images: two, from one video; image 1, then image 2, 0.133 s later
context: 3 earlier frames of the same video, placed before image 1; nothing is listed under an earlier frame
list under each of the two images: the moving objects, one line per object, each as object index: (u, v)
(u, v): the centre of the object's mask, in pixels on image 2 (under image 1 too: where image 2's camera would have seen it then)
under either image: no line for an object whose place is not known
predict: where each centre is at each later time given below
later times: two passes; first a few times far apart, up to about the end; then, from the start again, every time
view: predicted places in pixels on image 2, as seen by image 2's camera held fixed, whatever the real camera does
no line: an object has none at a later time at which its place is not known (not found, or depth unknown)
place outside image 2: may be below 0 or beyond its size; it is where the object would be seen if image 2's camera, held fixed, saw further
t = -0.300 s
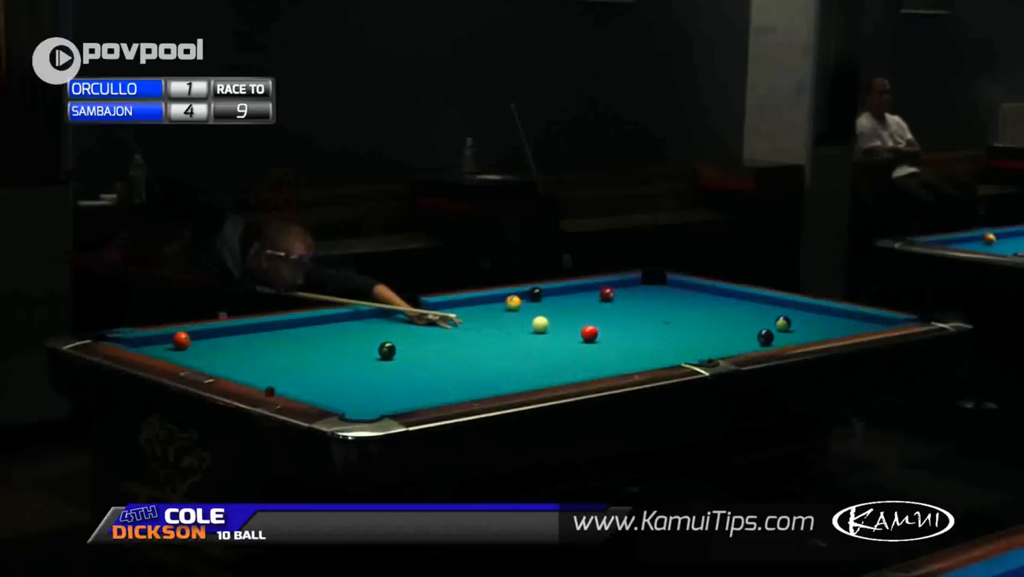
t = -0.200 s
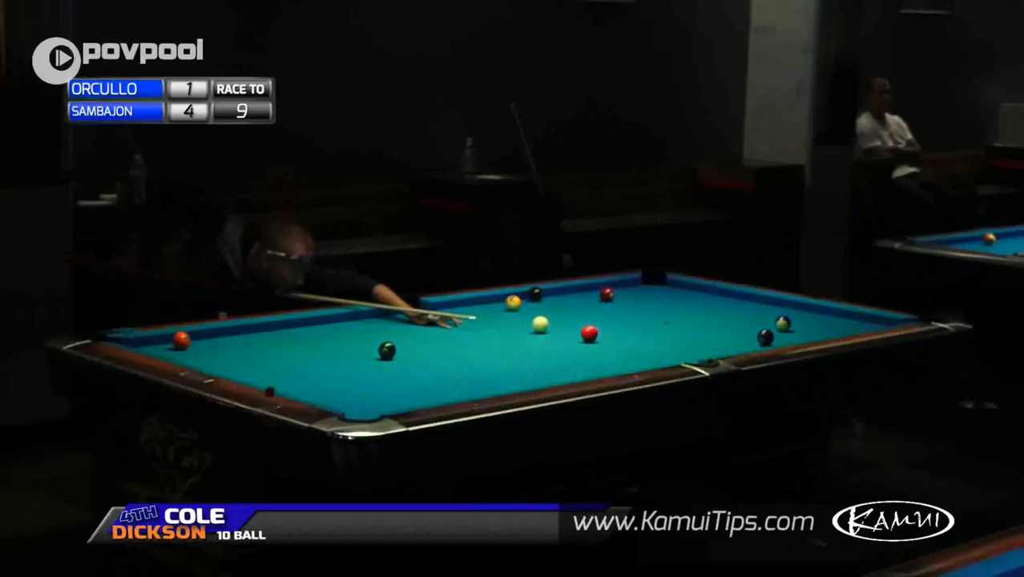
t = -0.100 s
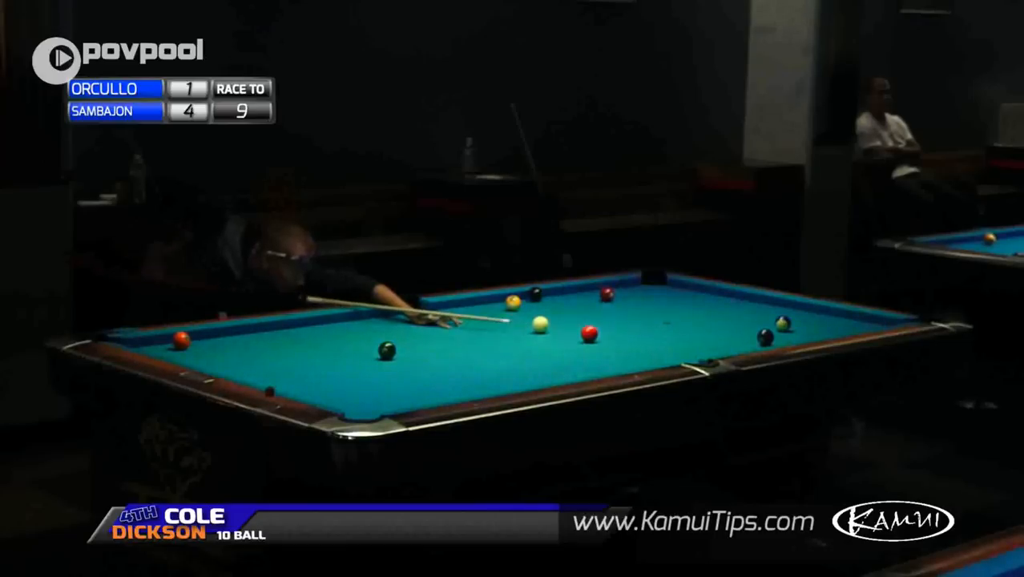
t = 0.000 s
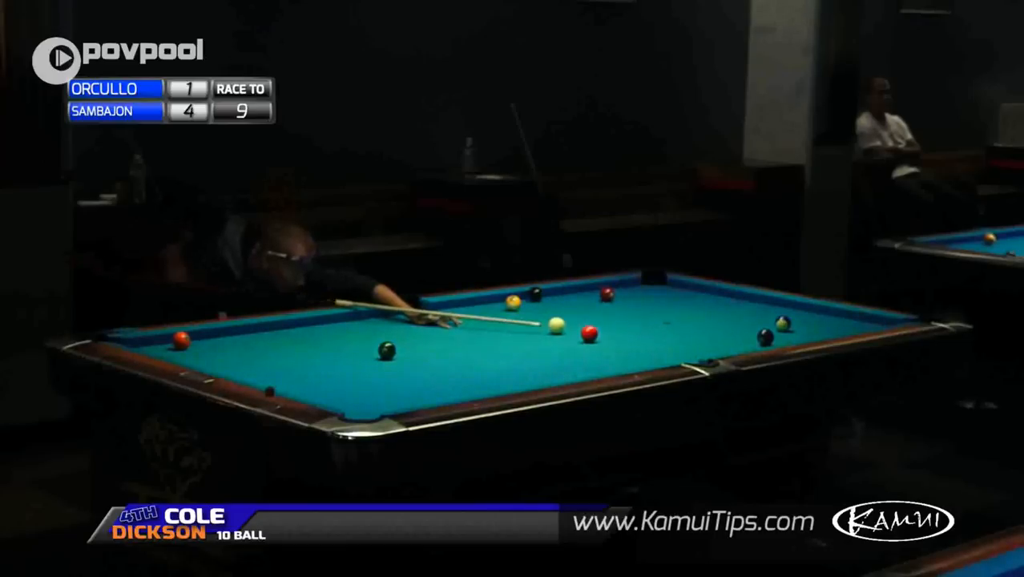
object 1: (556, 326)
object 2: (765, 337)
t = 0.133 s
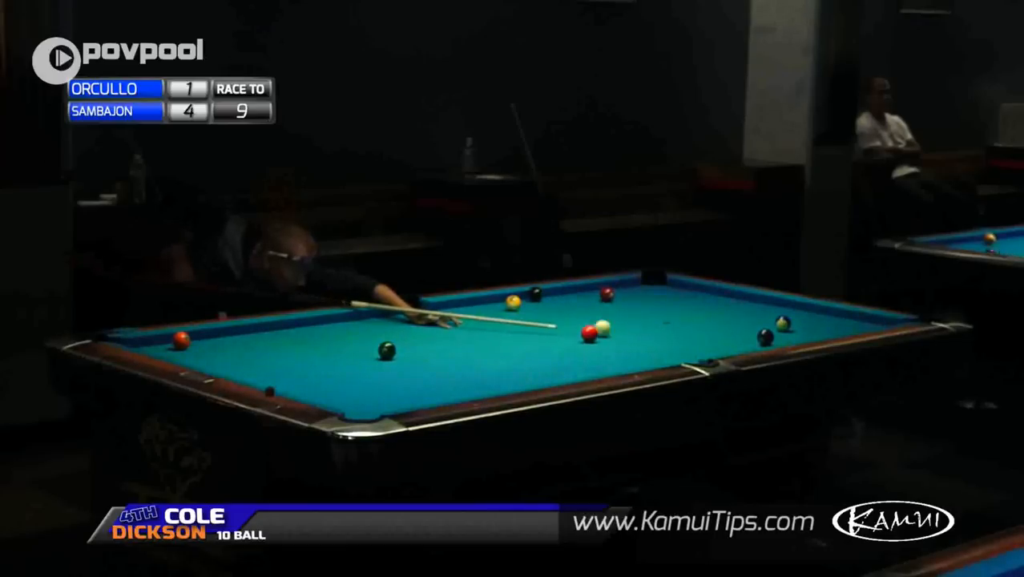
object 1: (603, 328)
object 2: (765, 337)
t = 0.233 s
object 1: (634, 331)
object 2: (765, 337)
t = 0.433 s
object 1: (698, 335)
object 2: (765, 337)
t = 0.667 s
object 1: (760, 339)
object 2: (776, 336)
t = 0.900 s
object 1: (774, 341)
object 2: (803, 333)
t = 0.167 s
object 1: (613, 329)
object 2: (765, 337)
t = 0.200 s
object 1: (623, 330)
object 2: (765, 337)
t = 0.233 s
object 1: (634, 331)
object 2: (765, 337)
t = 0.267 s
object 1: (645, 331)
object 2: (765, 337)
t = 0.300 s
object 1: (655, 332)
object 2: (765, 337)
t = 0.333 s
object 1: (666, 333)
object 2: (765, 337)
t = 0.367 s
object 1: (677, 334)
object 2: (765, 337)
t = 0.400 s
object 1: (687, 334)
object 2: (765, 337)
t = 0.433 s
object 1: (698, 335)
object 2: (765, 337)
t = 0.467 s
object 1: (709, 336)
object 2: (765, 337)
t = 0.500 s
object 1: (719, 336)
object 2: (765, 337)
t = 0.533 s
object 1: (730, 337)
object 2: (765, 337)
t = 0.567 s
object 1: (741, 337)
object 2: (765, 337)
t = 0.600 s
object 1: (751, 338)
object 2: (766, 337)
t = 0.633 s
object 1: (756, 338)
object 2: (771, 337)
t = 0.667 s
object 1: (760, 339)
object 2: (776, 336)
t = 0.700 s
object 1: (765, 339)
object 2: (781, 336)
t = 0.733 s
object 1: (771, 339)
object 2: (785, 335)
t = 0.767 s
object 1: (776, 340)
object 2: (789, 335)
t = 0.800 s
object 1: (782, 341)
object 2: (793, 334)
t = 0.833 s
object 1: (781, 340)
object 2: (796, 334)
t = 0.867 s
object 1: (777, 341)
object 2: (800, 334)
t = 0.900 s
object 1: (774, 341)
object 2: (803, 333)
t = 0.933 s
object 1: (771, 341)
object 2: (808, 333)
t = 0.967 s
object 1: (768, 340)
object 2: (811, 332)
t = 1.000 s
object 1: (764, 341)
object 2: (815, 332)
